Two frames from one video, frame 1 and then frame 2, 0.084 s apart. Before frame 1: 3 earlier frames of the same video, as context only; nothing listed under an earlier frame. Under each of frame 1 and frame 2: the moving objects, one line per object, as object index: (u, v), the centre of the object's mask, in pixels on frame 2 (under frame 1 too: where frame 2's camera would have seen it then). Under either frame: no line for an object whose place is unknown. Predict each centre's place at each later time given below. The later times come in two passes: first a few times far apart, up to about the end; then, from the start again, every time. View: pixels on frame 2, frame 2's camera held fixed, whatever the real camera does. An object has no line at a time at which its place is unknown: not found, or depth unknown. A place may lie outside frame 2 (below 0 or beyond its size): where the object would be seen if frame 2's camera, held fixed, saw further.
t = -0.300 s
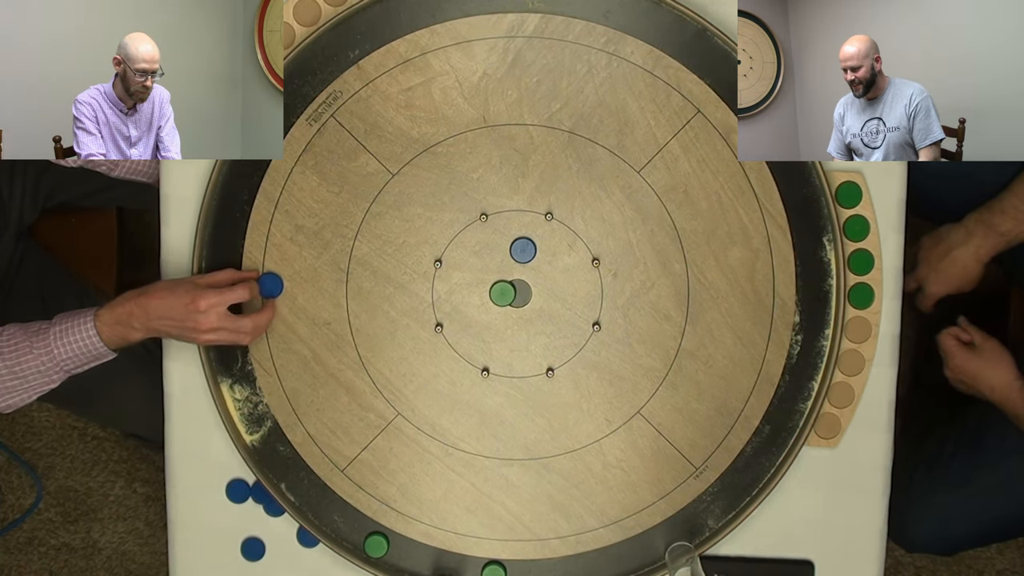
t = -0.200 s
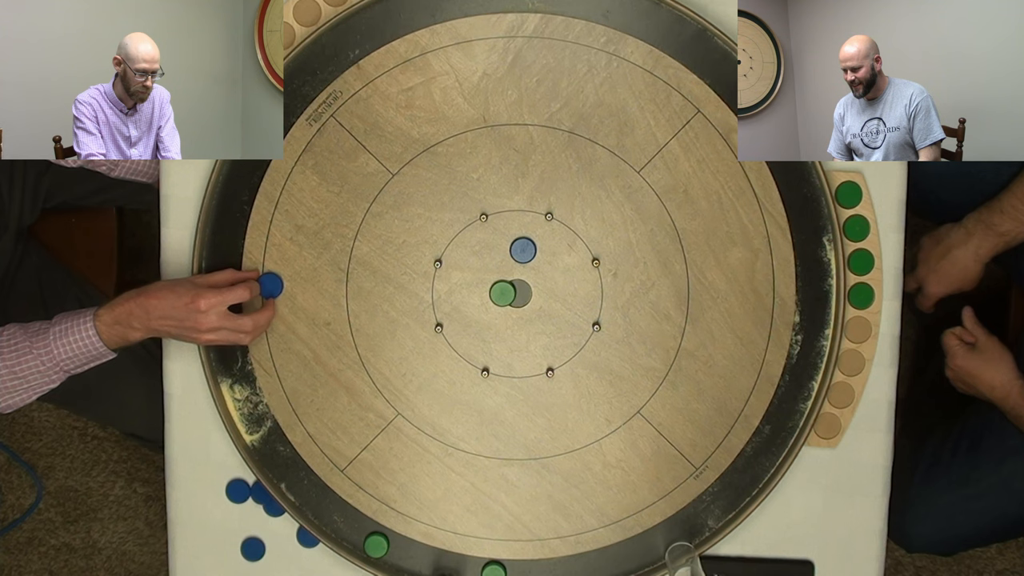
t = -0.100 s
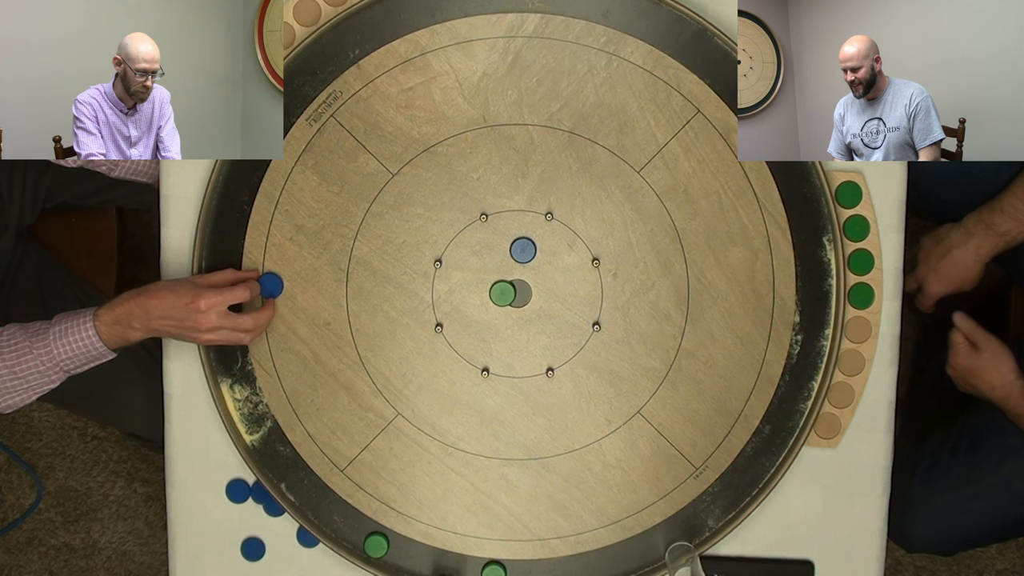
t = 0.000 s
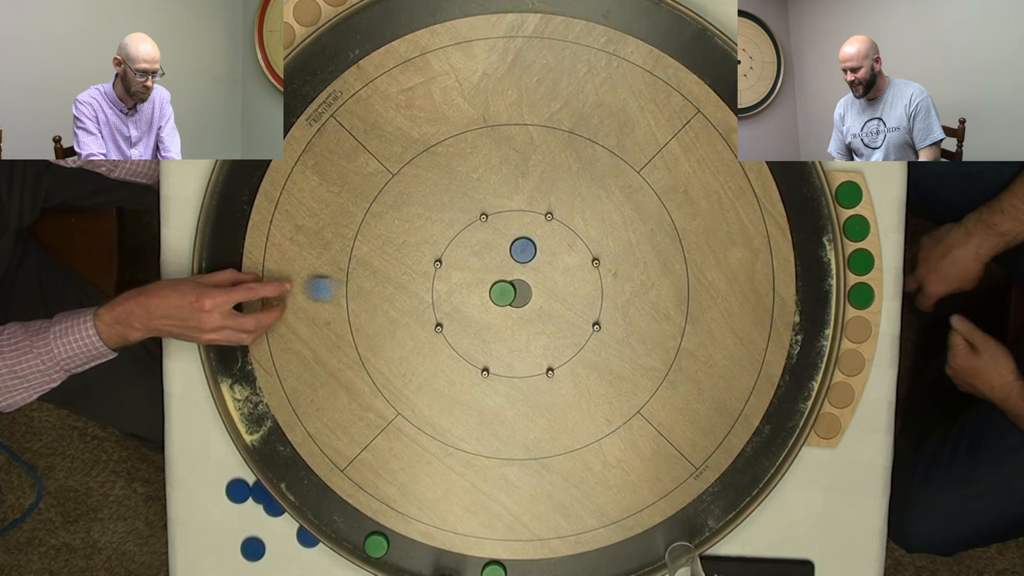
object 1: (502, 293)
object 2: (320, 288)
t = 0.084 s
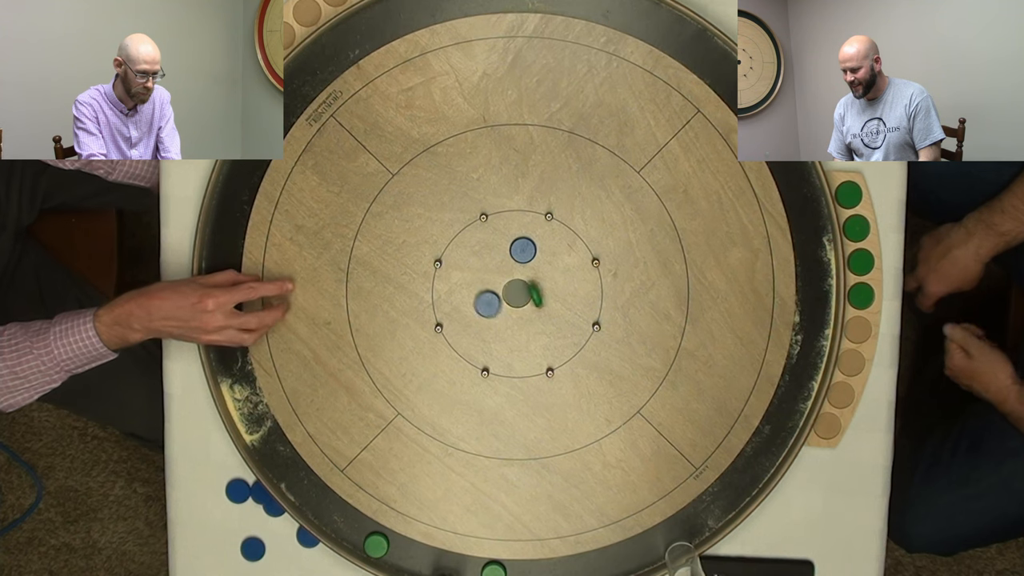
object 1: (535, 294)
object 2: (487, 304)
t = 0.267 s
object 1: (734, 323)
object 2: (573, 352)
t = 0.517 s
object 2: (627, 384)
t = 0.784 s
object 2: (632, 387)
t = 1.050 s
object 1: (689, 211)
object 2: (632, 387)
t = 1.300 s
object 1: (679, 185)
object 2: (632, 388)
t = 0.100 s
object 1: (552, 297)
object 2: (496, 309)
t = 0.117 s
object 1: (570, 303)
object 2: (506, 314)
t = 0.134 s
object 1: (590, 306)
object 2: (514, 319)
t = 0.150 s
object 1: (607, 310)
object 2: (523, 324)
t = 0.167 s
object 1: (628, 312)
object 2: (531, 328)
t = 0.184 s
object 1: (644, 315)
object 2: (539, 333)
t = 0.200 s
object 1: (664, 317)
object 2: (546, 337)
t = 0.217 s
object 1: (681, 320)
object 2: (554, 341)
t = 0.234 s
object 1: (700, 321)
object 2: (560, 345)
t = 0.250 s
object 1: (718, 322)
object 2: (567, 349)
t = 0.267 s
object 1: (734, 323)
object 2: (573, 352)
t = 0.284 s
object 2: (578, 355)
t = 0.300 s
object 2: (584, 359)
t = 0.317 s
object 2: (589, 361)
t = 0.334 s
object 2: (594, 364)
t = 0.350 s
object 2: (598, 367)
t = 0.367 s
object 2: (602, 369)
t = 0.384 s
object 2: (606, 372)
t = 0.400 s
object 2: (610, 374)
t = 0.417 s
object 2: (613, 376)
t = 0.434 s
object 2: (616, 377)
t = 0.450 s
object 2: (619, 379)
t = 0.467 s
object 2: (622, 381)
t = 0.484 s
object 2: (624, 382)
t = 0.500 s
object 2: (625, 383)
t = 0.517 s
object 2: (627, 384)
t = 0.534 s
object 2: (629, 385)
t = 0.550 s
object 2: (630, 386)
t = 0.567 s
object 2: (631, 386)
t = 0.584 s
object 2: (631, 387)
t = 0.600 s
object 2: (632, 387)
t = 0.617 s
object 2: (632, 387)
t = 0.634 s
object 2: (632, 387)
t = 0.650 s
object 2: (632, 387)
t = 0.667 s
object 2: (632, 387)
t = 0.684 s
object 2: (632, 387)
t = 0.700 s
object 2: (632, 387)
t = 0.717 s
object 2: (632, 387)
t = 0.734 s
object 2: (632, 387)
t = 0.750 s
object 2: (632, 387)
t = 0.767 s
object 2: (632, 387)
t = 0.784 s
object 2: (632, 387)
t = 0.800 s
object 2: (632, 387)
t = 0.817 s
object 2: (632, 387)
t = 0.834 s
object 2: (632, 387)
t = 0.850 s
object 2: (632, 387)
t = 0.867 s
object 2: (632, 387)
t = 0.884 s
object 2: (632, 387)
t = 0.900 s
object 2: (632, 387)
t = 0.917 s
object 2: (632, 387)
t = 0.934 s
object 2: (632, 387)
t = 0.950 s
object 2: (632, 387)
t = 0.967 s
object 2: (632, 387)
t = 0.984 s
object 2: (632, 387)
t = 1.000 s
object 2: (632, 387)
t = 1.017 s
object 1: (693, 215)
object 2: (632, 387)
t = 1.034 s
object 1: (690, 212)
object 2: (632, 387)
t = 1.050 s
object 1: (689, 211)
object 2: (632, 387)
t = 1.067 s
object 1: (687, 208)
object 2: (632, 387)
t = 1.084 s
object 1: (686, 206)
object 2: (632, 387)
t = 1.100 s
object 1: (684, 204)
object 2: (632, 387)
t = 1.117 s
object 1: (682, 202)
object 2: (632, 387)
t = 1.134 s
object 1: (681, 200)
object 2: (632, 388)
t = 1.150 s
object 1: (680, 198)
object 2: (632, 388)
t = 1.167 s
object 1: (680, 195)
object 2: (632, 388)
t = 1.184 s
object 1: (679, 193)
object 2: (632, 388)
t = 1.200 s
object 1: (679, 192)
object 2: (632, 388)
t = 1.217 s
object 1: (678, 191)
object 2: (632, 388)
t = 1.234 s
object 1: (678, 190)
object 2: (632, 388)
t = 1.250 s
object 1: (678, 188)
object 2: (632, 388)
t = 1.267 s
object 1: (678, 187)
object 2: (632, 388)
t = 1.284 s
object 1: (678, 186)
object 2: (632, 388)
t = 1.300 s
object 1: (679, 185)
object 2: (632, 388)
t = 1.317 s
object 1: (679, 184)
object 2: (632, 388)
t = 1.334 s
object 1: (680, 184)
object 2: (632, 388)
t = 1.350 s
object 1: (681, 184)
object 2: (632, 388)
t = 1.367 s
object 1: (682, 183)
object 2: (632, 388)
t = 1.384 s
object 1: (683, 183)
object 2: (632, 388)
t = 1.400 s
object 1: (683, 183)
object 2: (632, 388)
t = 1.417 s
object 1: (684, 183)
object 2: (632, 388)
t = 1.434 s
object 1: (684, 183)
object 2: (632, 387)
